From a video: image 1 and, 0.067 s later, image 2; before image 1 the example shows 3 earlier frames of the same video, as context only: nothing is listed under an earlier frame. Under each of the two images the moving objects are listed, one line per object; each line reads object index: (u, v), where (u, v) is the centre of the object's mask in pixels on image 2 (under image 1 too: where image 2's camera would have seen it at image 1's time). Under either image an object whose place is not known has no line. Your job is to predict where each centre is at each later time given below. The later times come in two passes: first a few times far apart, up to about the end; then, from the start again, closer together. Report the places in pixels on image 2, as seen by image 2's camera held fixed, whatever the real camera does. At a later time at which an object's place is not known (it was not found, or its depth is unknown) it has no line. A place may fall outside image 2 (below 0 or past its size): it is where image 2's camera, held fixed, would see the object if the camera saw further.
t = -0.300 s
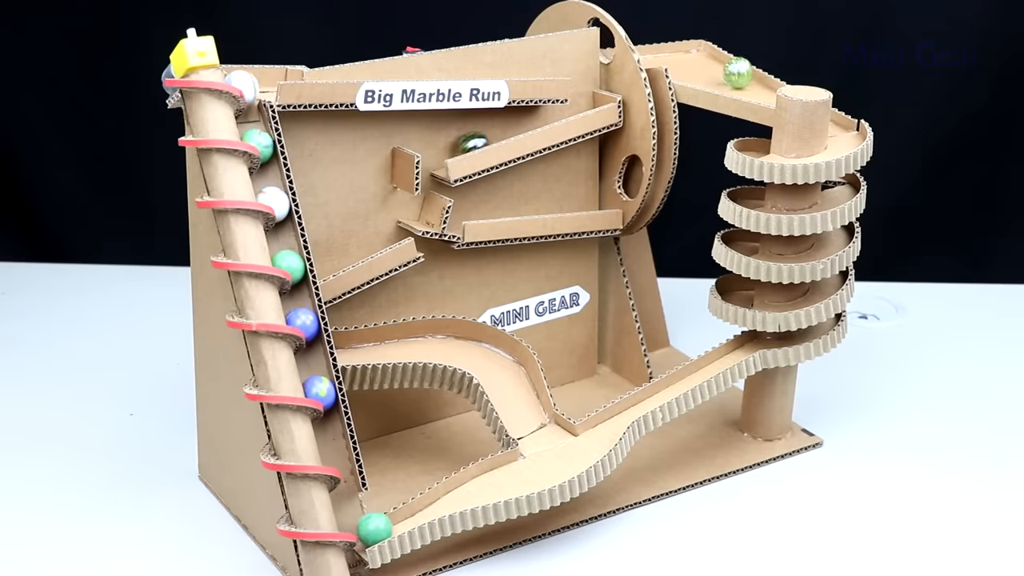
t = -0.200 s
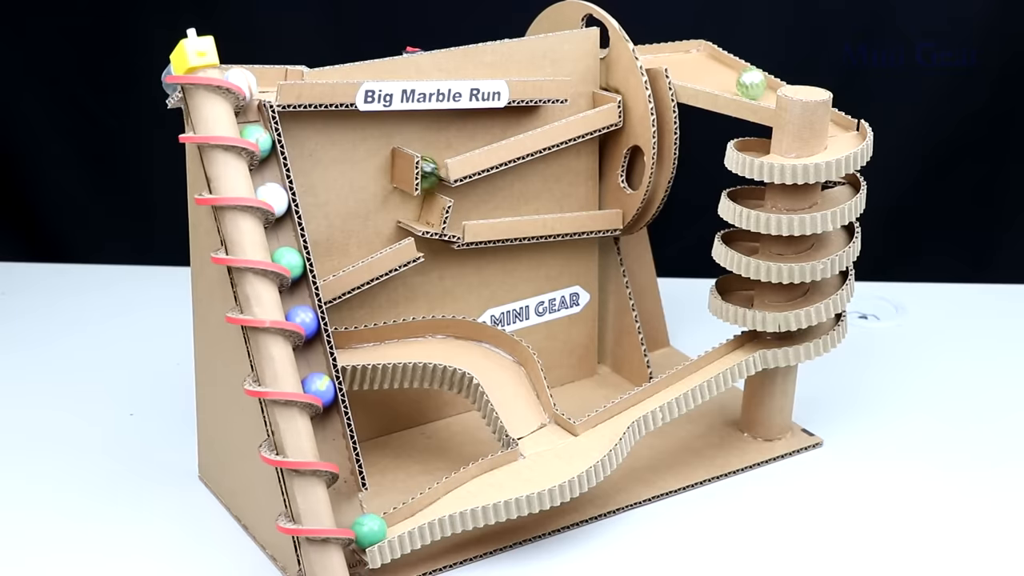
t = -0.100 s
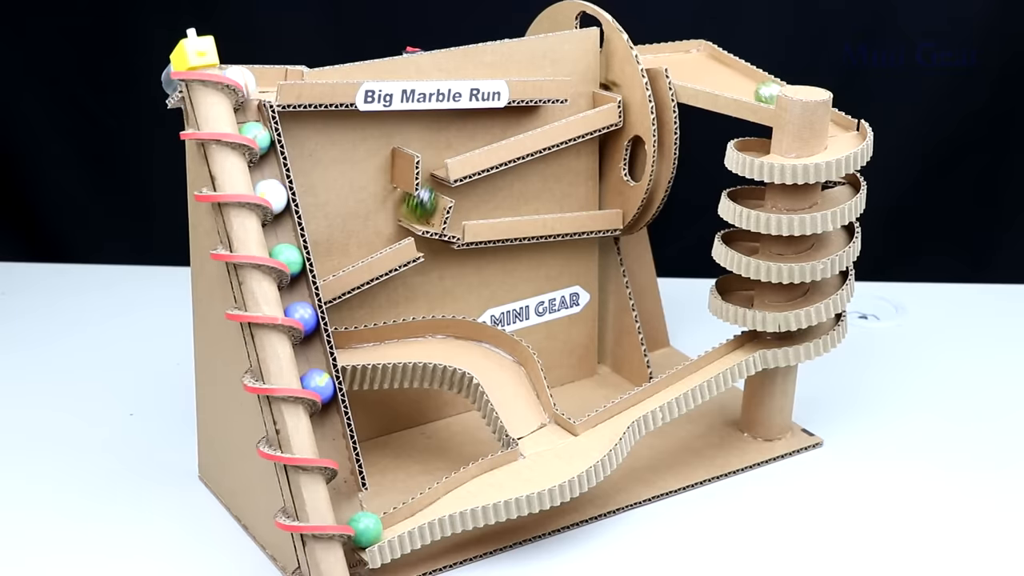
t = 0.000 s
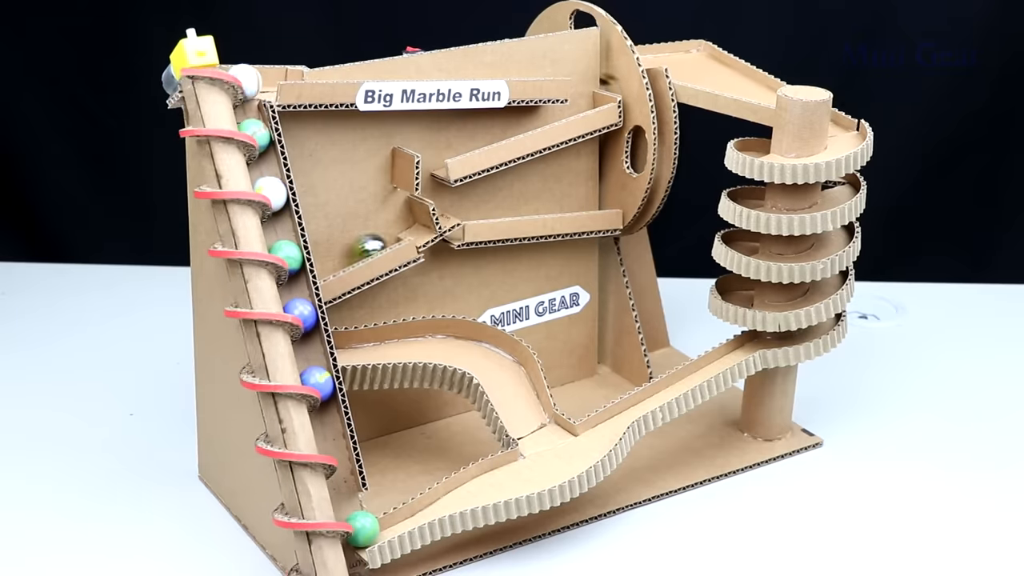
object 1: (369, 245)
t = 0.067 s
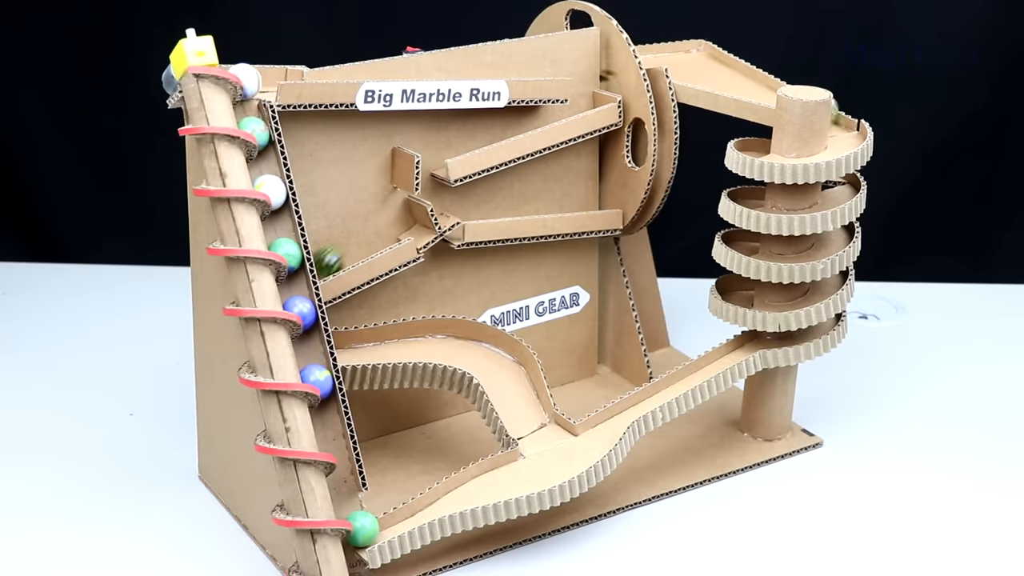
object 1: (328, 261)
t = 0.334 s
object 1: (339, 349)
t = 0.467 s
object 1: (360, 350)
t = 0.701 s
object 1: (438, 353)
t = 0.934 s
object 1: (531, 426)
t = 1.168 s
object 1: (572, 456)
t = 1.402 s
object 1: (489, 479)
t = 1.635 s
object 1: (413, 509)
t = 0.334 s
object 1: (339, 349)
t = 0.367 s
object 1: (341, 342)
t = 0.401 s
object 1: (346, 349)
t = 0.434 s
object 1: (354, 353)
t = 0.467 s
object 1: (360, 350)
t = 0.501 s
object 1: (369, 350)
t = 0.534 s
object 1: (379, 350)
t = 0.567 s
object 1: (391, 352)
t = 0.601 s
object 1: (400, 351)
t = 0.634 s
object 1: (412, 351)
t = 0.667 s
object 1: (425, 351)
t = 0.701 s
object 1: (438, 353)
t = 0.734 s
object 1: (453, 356)
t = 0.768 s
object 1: (470, 362)
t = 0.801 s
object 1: (487, 373)
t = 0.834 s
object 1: (504, 384)
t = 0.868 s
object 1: (528, 398)
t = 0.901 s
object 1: (532, 412)
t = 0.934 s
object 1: (531, 426)
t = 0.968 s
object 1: (540, 434)
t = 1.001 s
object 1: (552, 437)
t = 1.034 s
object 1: (562, 442)
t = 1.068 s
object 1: (571, 447)
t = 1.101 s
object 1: (577, 453)
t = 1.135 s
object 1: (578, 455)
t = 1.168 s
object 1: (572, 456)
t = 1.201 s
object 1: (566, 458)
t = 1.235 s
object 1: (557, 461)
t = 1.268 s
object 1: (546, 463)
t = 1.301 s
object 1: (534, 467)
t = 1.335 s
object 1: (521, 470)
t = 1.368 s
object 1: (505, 474)
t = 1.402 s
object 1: (489, 479)
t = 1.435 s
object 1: (469, 483)
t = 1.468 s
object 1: (449, 489)
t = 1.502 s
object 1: (442, 497)
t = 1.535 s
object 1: (432, 502)
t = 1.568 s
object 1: (425, 505)
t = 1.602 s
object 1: (419, 508)
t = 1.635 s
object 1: (413, 509)
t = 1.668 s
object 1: (409, 513)
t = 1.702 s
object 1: (402, 515)
